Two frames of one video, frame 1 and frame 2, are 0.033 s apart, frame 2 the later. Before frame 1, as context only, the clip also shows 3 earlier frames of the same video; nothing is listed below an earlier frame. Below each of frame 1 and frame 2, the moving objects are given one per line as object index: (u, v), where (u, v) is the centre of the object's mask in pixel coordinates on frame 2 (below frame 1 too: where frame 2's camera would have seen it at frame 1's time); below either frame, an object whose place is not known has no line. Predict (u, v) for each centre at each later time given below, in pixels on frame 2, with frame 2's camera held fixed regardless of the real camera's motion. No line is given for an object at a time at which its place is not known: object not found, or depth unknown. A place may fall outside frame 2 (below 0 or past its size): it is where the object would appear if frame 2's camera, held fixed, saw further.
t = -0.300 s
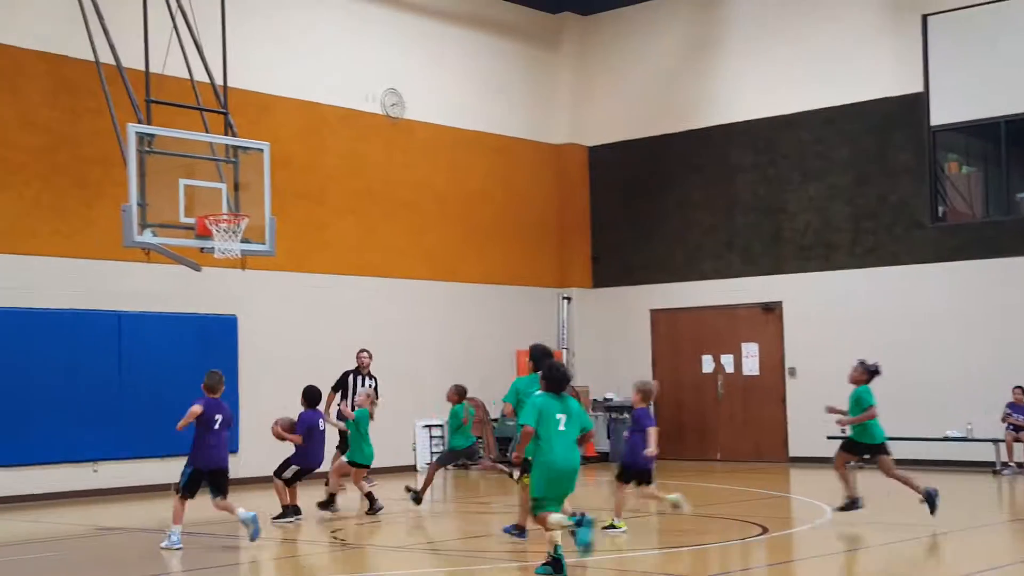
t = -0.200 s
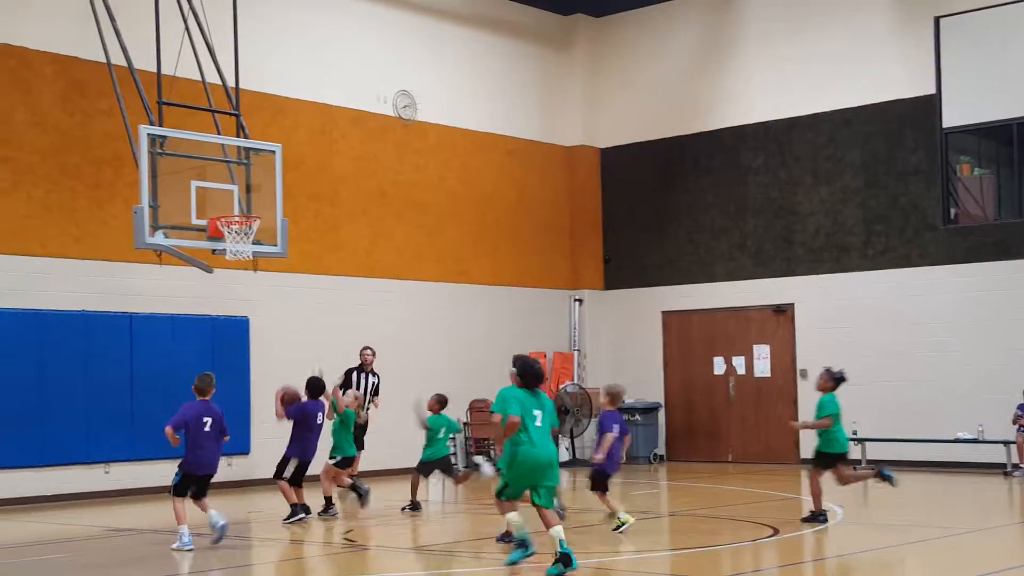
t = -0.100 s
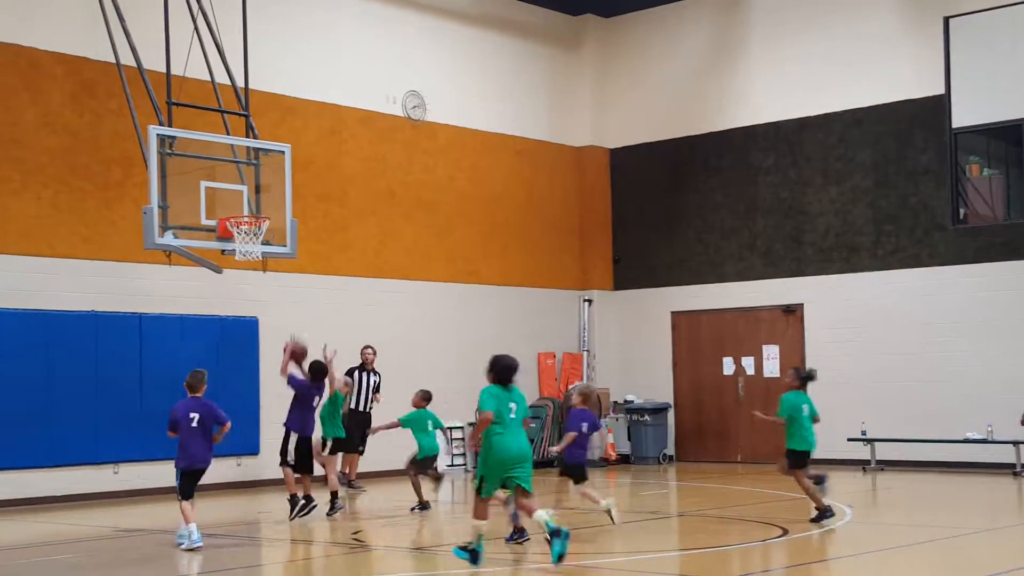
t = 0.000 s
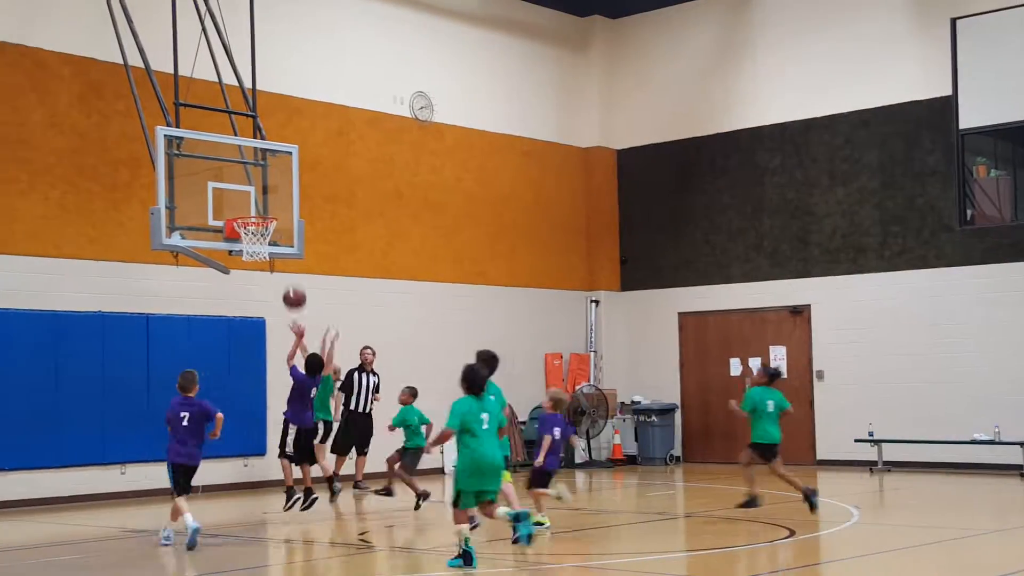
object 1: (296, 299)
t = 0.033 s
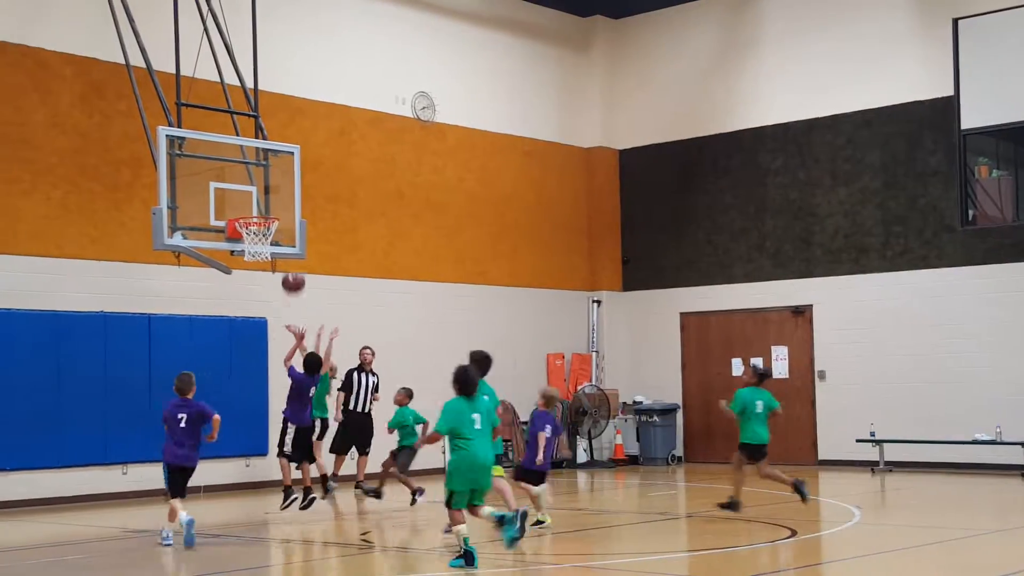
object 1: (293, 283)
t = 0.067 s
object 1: (290, 269)
